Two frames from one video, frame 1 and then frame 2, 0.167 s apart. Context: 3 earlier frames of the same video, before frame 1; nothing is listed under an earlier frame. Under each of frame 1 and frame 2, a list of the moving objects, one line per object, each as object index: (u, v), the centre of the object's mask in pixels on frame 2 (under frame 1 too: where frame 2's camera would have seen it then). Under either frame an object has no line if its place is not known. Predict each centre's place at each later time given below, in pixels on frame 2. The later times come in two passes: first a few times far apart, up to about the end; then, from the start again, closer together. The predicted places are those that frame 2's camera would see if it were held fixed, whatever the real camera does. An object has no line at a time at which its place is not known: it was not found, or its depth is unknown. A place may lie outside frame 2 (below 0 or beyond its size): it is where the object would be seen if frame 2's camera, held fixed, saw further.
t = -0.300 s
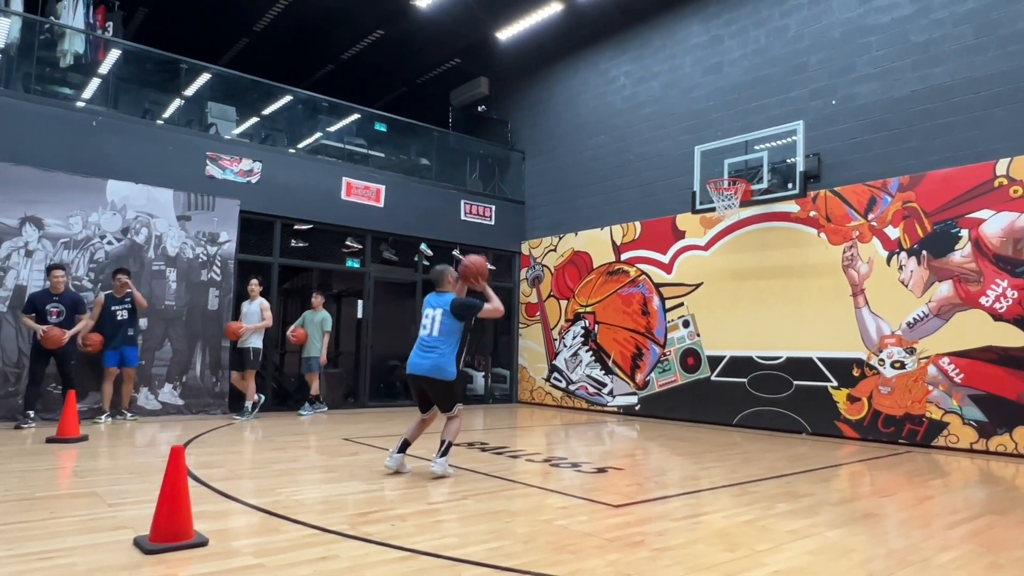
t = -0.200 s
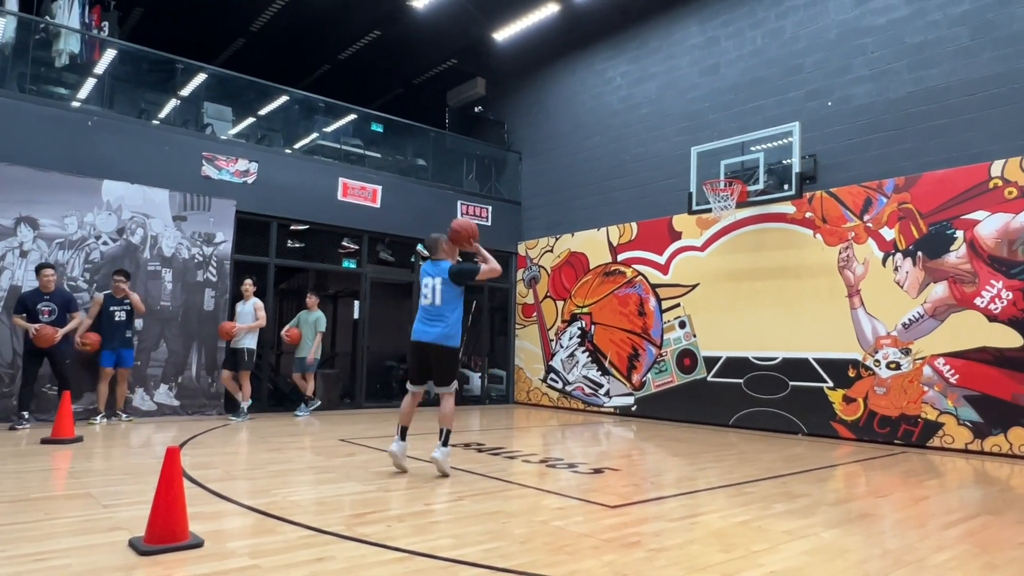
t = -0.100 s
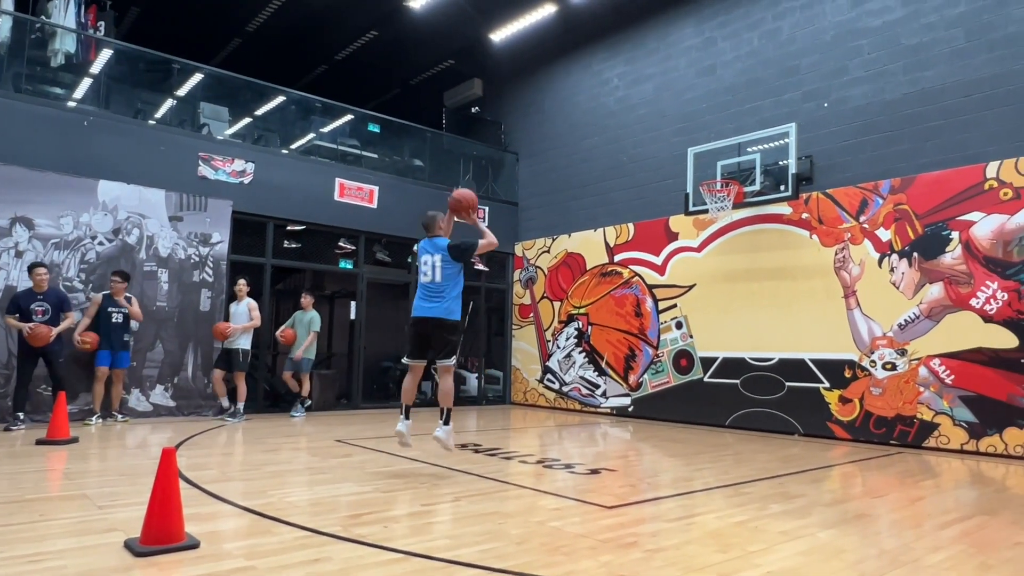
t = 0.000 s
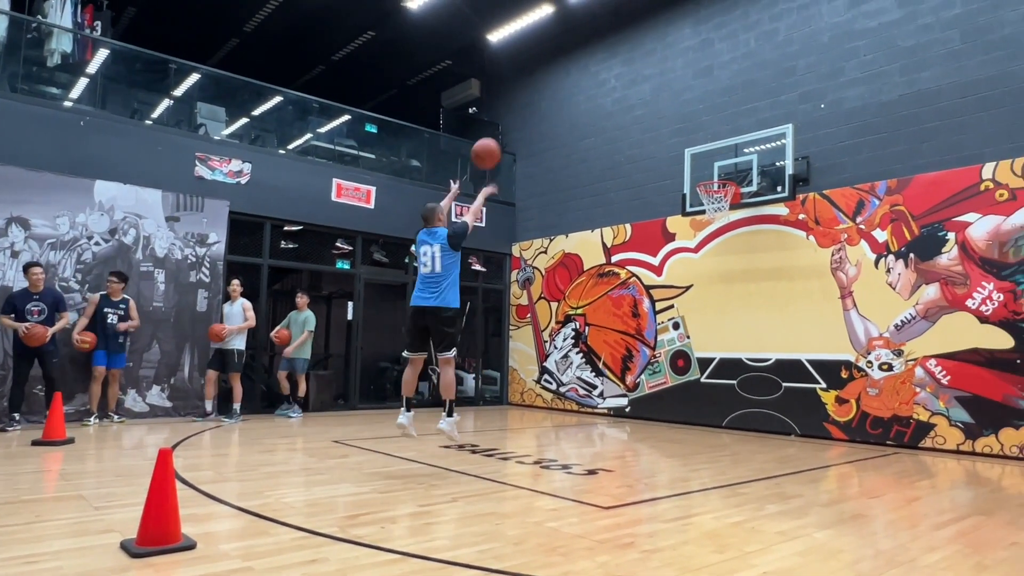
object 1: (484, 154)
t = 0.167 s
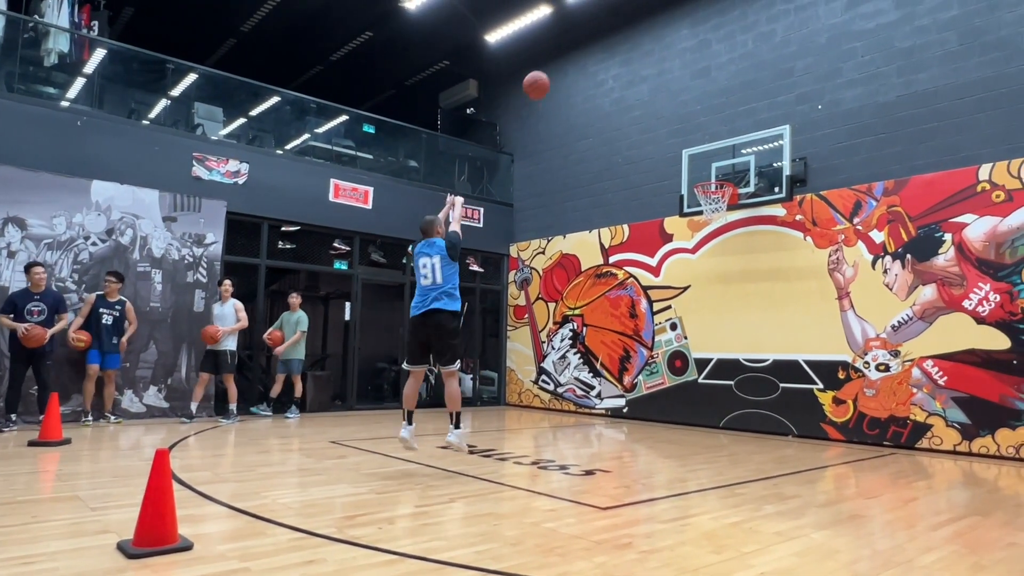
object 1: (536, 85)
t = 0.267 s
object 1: (564, 62)
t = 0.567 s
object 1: (631, 57)
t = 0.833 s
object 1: (678, 113)
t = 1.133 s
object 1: (720, 216)
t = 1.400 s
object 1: (741, 290)
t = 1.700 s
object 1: (748, 411)
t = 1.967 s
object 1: (728, 348)
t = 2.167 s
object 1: (710, 312)
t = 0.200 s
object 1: (546, 76)
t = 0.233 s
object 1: (555, 68)
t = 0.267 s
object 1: (564, 62)
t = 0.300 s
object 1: (572, 57)
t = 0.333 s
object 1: (580, 53)
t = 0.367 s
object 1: (588, 51)
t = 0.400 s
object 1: (596, 49)
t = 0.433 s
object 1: (603, 48)
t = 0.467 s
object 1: (610, 49)
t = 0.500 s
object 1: (618, 51)
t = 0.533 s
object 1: (624, 53)
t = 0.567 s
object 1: (631, 57)
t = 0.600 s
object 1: (637, 61)
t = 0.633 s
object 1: (644, 66)
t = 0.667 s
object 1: (650, 72)
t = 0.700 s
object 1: (656, 79)
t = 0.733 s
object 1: (662, 86)
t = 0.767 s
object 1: (667, 94)
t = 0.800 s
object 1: (673, 103)
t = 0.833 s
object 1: (678, 113)
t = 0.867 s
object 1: (684, 123)
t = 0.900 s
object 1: (689, 134)
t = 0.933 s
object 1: (694, 145)
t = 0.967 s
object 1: (700, 158)
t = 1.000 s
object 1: (704, 170)
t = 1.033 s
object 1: (708, 178)
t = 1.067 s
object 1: (712, 193)
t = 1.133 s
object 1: (720, 216)
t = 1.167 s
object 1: (722, 221)
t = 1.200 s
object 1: (726, 229)
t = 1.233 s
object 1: (728, 237)
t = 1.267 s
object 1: (730, 246)
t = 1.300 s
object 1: (733, 256)
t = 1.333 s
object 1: (735, 267)
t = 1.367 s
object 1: (738, 278)
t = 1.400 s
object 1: (741, 290)
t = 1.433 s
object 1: (743, 303)
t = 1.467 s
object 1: (744, 309)
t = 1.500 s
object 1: (747, 323)
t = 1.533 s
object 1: (750, 338)
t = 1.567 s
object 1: (751, 352)
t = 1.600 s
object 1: (750, 365)
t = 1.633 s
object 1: (749, 379)
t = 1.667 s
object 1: (749, 394)
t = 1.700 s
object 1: (748, 411)
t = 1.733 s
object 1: (747, 426)
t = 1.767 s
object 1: (744, 414)
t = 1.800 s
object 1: (742, 401)
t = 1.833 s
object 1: (739, 390)
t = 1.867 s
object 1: (737, 378)
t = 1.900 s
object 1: (734, 368)
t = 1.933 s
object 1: (731, 358)
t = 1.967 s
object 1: (728, 348)
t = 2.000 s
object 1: (725, 341)
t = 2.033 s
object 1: (722, 333)
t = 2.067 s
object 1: (719, 327)
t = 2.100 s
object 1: (716, 321)
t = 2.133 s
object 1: (714, 316)
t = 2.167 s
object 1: (710, 312)
